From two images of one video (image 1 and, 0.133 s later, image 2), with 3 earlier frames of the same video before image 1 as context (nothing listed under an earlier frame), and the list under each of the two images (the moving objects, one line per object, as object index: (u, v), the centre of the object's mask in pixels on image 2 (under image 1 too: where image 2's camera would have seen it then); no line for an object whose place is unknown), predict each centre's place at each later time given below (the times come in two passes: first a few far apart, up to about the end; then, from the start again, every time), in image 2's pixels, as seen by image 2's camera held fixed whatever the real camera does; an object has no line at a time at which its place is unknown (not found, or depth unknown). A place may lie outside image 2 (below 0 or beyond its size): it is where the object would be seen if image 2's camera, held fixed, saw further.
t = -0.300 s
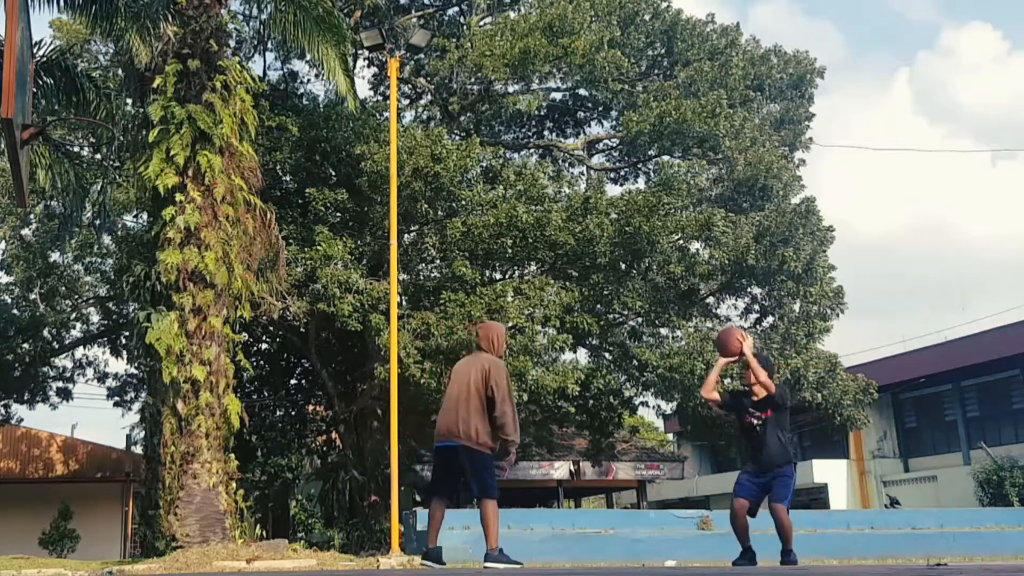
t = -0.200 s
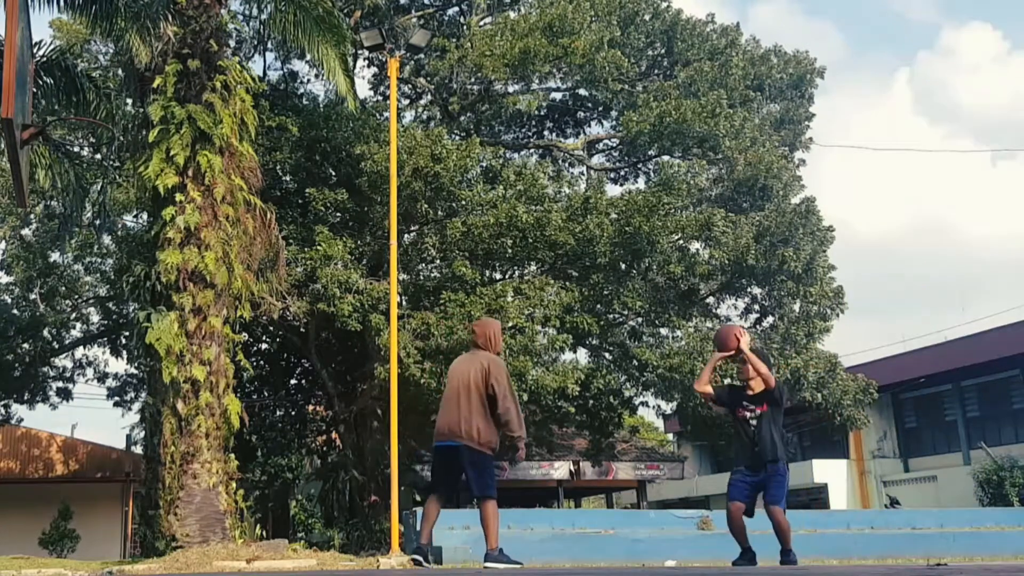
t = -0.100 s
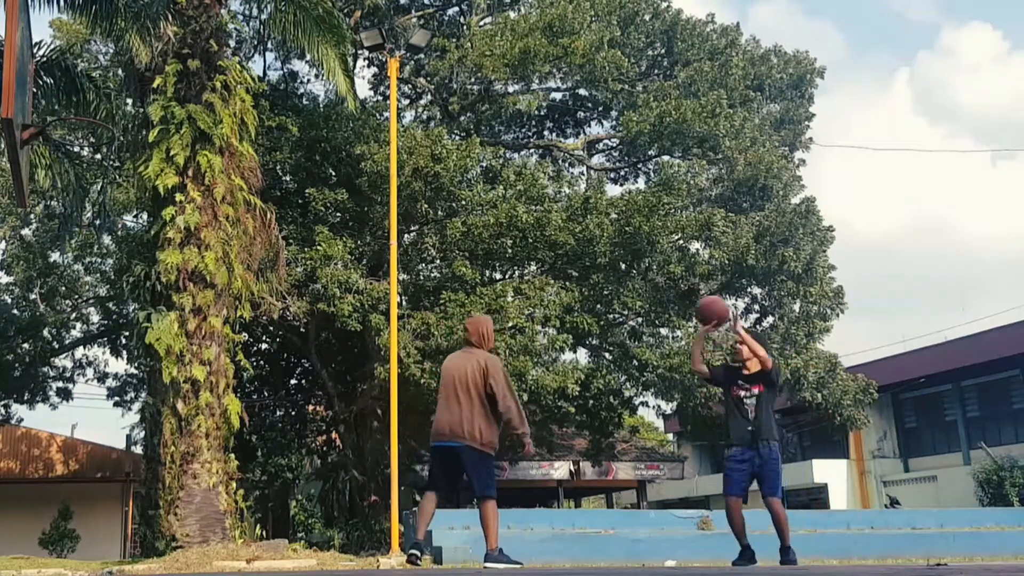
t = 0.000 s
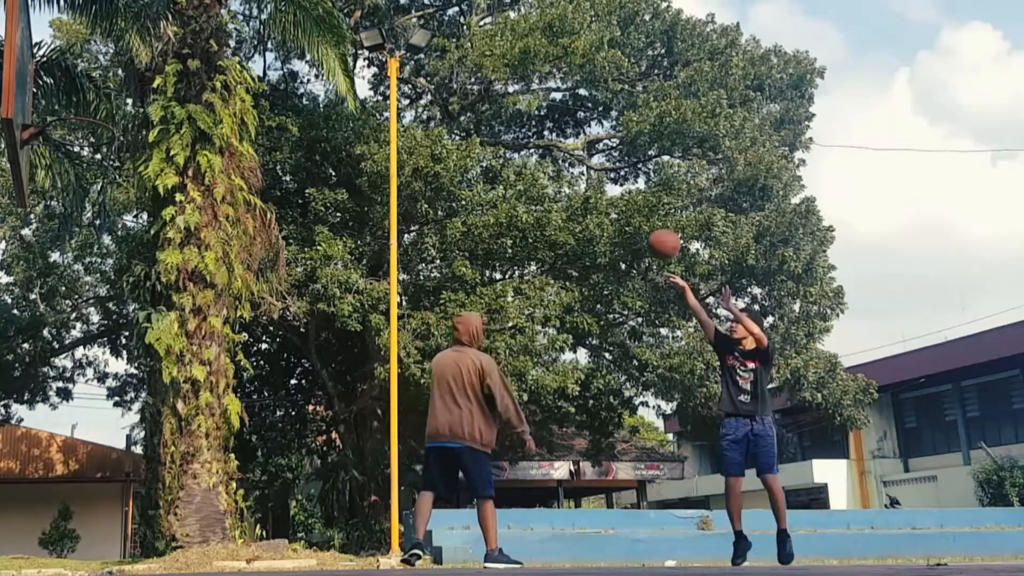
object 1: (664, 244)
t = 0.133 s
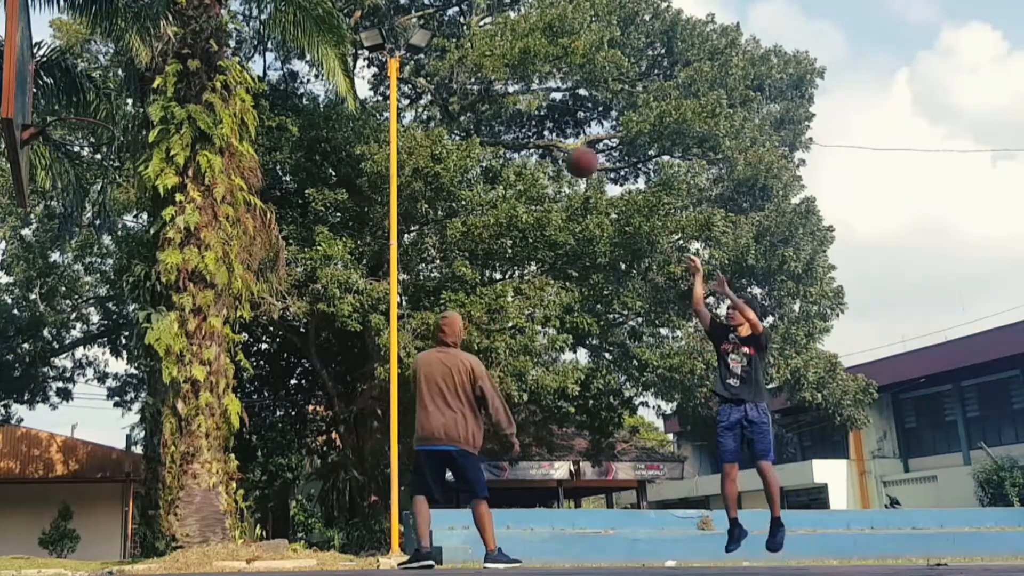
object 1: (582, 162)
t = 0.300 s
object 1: (486, 90)
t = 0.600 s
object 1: (315, 44)
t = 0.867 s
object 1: (158, 94)
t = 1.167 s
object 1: (144, 86)
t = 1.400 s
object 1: (165, 122)
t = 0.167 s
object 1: (563, 145)
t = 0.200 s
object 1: (544, 130)
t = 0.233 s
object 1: (524, 115)
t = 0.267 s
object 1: (505, 102)
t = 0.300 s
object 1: (486, 90)
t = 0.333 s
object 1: (468, 79)
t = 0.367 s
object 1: (447, 70)
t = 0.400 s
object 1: (429, 63)
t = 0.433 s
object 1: (410, 58)
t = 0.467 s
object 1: (390, 52)
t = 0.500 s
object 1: (372, 48)
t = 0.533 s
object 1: (353, 45)
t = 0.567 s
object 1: (334, 44)
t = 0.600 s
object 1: (315, 44)
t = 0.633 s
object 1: (296, 46)
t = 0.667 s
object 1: (276, 49)
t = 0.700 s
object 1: (257, 53)
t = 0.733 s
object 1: (237, 58)
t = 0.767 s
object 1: (218, 64)
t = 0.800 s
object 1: (198, 73)
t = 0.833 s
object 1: (179, 85)
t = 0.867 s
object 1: (158, 94)
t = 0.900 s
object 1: (137, 107)
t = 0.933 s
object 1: (121, 119)
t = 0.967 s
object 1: (125, 110)
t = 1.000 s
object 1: (128, 103)
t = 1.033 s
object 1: (133, 97)
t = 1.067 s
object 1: (135, 92)
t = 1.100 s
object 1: (138, 89)
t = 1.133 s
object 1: (141, 87)
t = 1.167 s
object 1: (144, 86)
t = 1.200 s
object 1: (146, 87)
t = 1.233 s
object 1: (149, 89)
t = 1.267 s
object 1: (153, 93)
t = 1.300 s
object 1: (156, 98)
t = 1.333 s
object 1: (159, 105)
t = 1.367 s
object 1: (162, 113)
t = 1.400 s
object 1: (165, 122)
